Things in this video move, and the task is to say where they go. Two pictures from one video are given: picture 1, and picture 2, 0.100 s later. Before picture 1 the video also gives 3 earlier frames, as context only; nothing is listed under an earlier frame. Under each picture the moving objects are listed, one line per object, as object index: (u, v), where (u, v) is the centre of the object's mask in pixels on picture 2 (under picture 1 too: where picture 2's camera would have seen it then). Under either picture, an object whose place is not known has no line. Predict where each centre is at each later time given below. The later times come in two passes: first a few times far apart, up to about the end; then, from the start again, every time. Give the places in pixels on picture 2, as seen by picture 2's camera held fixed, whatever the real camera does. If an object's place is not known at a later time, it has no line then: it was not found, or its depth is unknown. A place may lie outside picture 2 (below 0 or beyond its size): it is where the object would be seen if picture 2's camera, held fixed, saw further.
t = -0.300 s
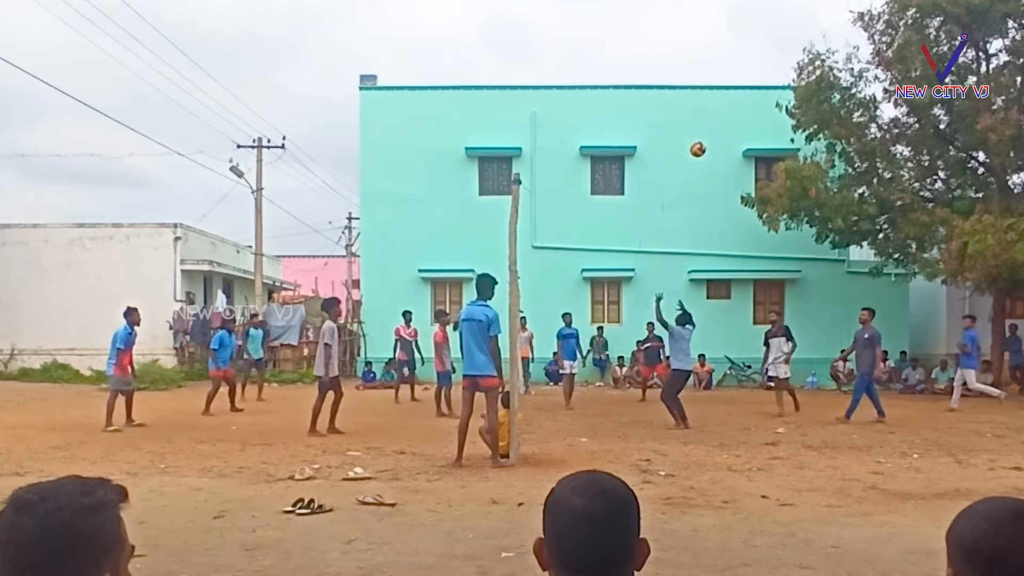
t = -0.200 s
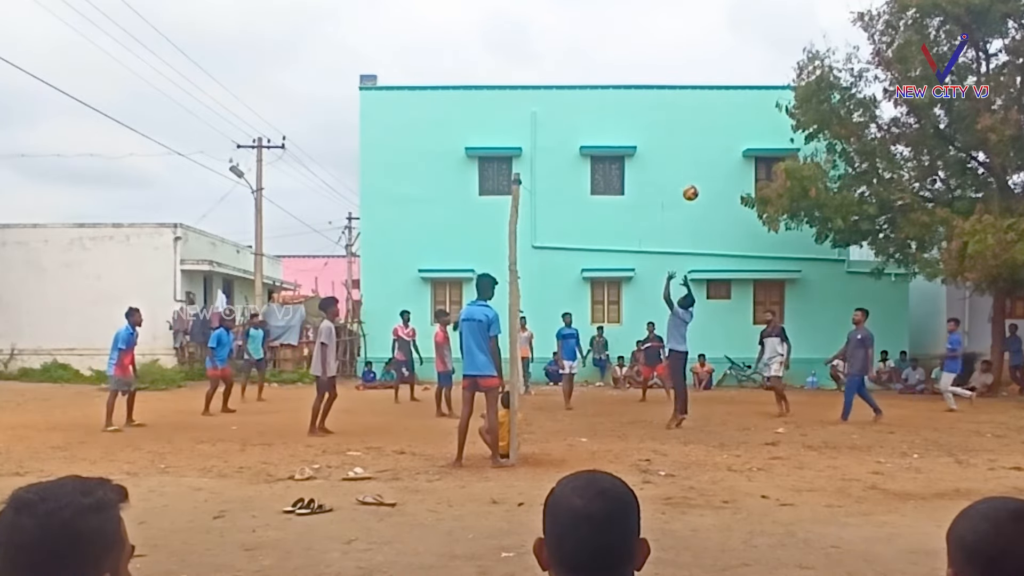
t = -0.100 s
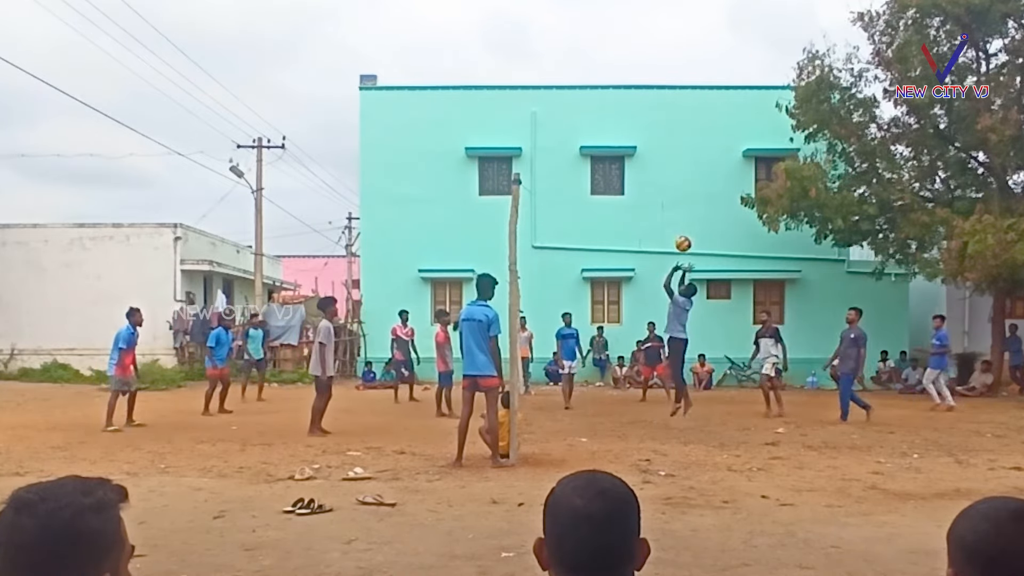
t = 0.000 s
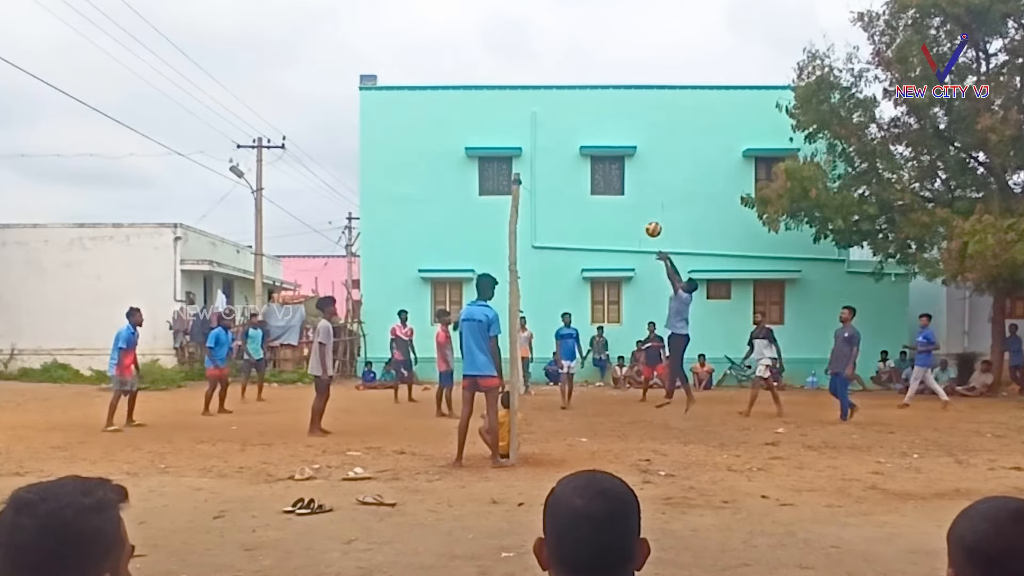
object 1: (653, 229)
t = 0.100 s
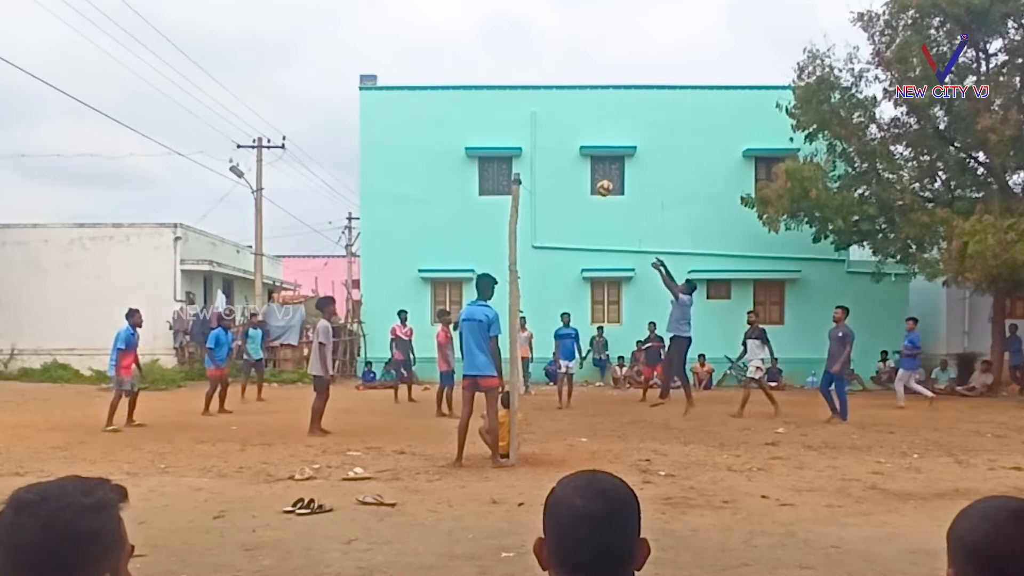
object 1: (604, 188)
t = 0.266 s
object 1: (522, 137)
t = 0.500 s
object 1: (409, 101)
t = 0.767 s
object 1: (283, 110)
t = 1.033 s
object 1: (157, 171)
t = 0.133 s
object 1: (588, 177)
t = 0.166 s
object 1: (572, 166)
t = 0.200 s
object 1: (555, 155)
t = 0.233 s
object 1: (539, 146)
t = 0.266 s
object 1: (522, 137)
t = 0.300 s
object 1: (506, 130)
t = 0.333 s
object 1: (490, 123)
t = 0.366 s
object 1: (474, 117)
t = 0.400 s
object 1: (458, 112)
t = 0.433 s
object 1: (441, 107)
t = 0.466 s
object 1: (425, 104)
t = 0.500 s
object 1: (409, 101)
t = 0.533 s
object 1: (394, 99)
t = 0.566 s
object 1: (378, 98)
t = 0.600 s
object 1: (362, 99)
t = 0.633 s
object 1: (346, 99)
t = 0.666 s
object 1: (330, 101)
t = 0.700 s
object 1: (314, 103)
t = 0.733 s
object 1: (299, 106)
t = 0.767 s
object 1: (283, 110)
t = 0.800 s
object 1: (267, 115)
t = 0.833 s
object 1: (251, 120)
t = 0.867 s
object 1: (235, 127)
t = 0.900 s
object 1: (220, 134)
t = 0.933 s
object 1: (204, 142)
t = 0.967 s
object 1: (188, 151)
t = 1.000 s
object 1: (172, 160)
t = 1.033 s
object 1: (157, 171)
